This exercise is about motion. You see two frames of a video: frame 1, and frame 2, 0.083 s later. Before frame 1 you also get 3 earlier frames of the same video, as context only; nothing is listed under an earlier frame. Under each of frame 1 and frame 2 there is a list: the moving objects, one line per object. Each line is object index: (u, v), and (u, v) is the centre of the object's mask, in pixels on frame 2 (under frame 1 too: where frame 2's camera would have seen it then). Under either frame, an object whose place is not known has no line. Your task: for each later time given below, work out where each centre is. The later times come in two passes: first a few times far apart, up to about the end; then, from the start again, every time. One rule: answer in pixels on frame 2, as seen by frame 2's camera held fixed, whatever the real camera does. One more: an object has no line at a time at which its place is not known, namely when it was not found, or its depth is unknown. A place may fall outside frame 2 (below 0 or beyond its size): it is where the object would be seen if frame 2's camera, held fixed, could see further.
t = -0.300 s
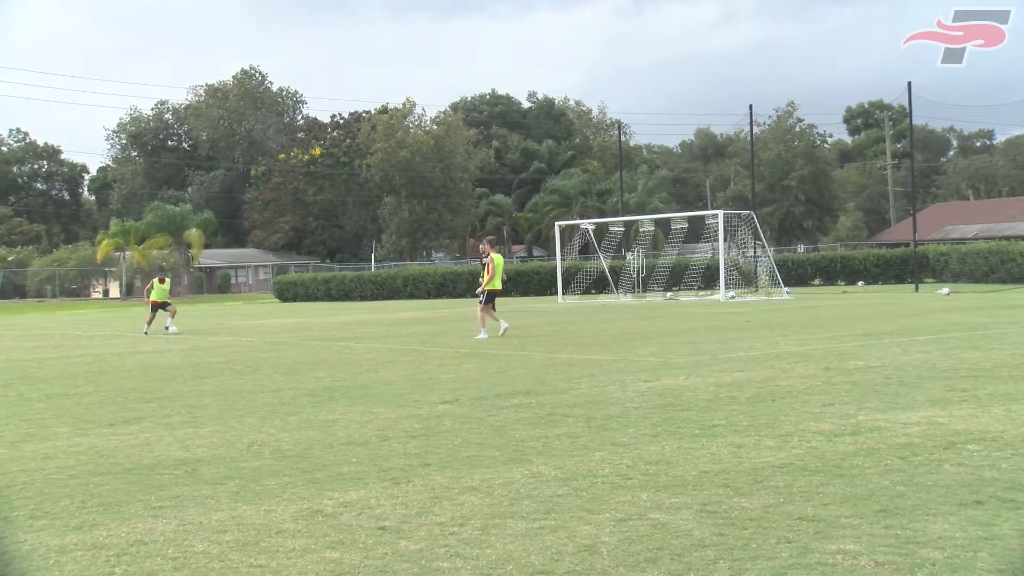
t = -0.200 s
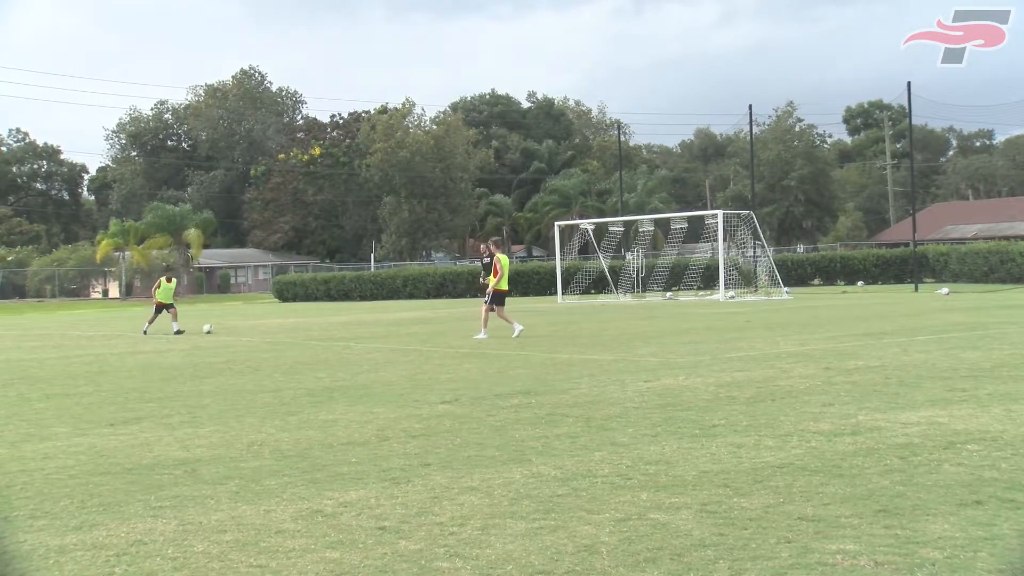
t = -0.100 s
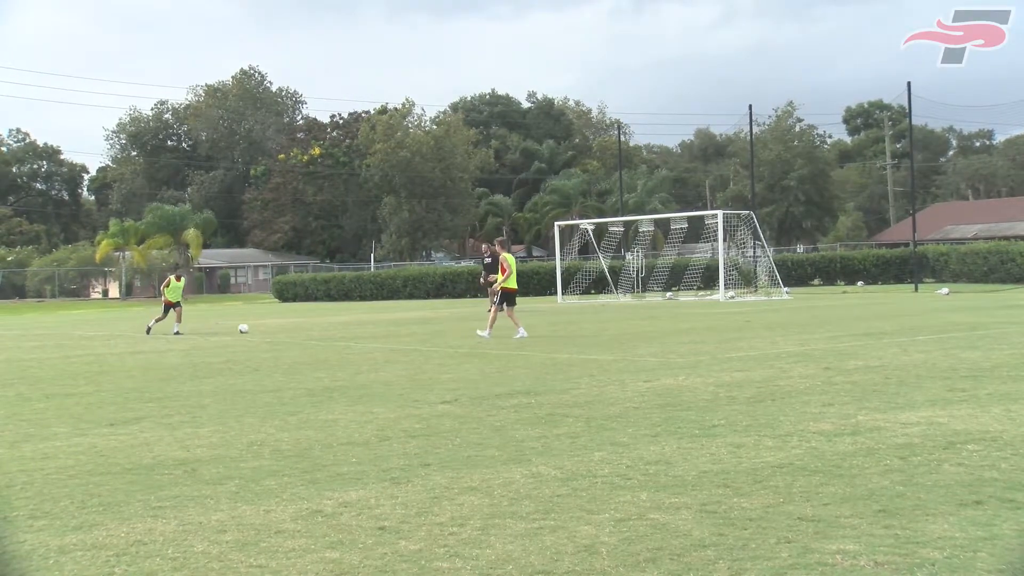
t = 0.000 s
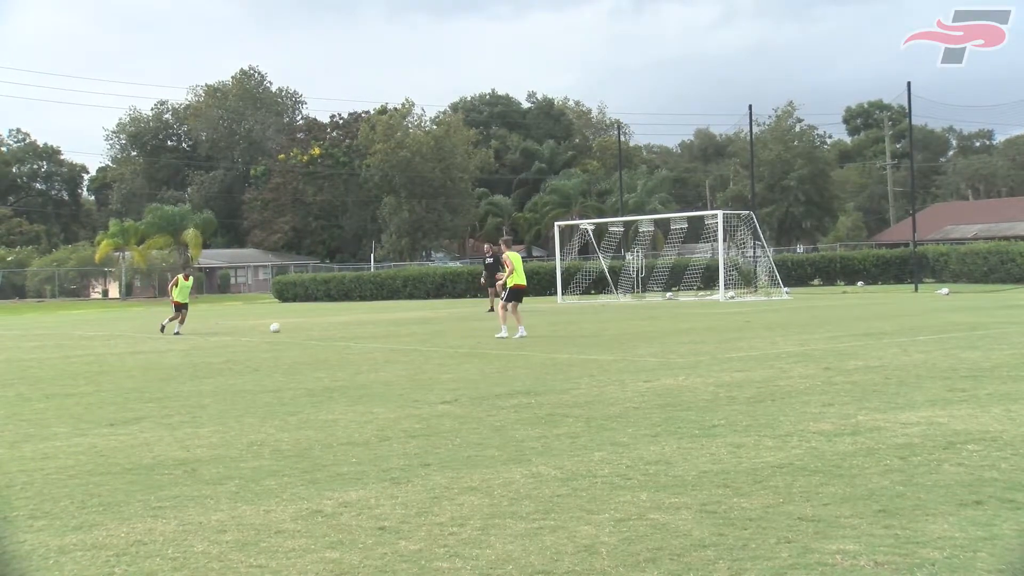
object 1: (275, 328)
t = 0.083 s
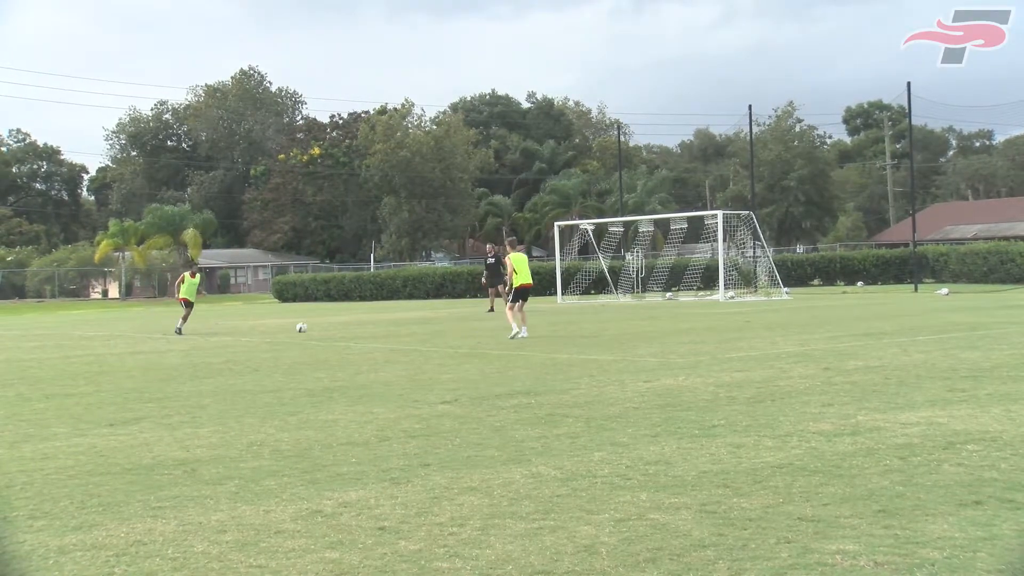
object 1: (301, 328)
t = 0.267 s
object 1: (353, 325)
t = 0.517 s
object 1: (411, 323)
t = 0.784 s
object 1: (463, 323)
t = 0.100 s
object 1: (306, 327)
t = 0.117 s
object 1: (311, 327)
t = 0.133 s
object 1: (316, 327)
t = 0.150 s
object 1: (321, 327)
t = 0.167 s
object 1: (327, 327)
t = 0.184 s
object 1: (331, 327)
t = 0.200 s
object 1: (336, 327)
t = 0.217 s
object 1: (340, 327)
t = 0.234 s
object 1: (344, 327)
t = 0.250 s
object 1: (349, 326)
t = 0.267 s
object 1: (353, 325)
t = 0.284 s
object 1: (357, 325)
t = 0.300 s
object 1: (362, 325)
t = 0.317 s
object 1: (366, 325)
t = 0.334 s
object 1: (370, 325)
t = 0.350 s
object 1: (374, 325)
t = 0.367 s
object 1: (379, 325)
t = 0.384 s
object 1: (383, 325)
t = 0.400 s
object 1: (386, 325)
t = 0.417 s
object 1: (390, 325)
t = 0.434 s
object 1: (393, 324)
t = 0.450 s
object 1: (397, 324)
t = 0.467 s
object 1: (400, 323)
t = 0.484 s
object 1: (404, 323)
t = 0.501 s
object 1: (407, 323)
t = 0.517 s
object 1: (411, 323)
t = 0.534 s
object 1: (414, 323)
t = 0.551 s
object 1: (418, 324)
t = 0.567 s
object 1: (421, 324)
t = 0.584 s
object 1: (424, 324)
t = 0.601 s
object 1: (428, 324)
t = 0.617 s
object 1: (431, 323)
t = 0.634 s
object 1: (434, 323)
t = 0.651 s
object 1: (437, 323)
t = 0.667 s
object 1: (440, 323)
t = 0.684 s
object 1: (444, 322)
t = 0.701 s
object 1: (447, 323)
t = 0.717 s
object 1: (450, 323)
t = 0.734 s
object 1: (453, 323)
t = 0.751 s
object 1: (457, 323)
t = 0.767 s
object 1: (460, 323)
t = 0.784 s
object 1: (463, 323)
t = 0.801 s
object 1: (466, 323)
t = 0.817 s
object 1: (469, 322)
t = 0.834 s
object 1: (472, 322)
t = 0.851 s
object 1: (475, 322)
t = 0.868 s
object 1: (478, 322)
